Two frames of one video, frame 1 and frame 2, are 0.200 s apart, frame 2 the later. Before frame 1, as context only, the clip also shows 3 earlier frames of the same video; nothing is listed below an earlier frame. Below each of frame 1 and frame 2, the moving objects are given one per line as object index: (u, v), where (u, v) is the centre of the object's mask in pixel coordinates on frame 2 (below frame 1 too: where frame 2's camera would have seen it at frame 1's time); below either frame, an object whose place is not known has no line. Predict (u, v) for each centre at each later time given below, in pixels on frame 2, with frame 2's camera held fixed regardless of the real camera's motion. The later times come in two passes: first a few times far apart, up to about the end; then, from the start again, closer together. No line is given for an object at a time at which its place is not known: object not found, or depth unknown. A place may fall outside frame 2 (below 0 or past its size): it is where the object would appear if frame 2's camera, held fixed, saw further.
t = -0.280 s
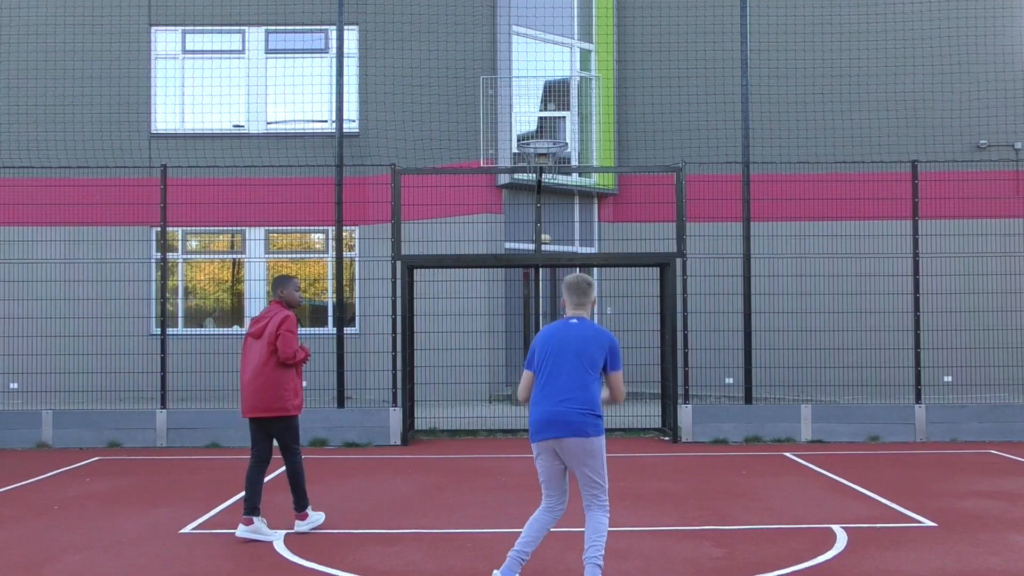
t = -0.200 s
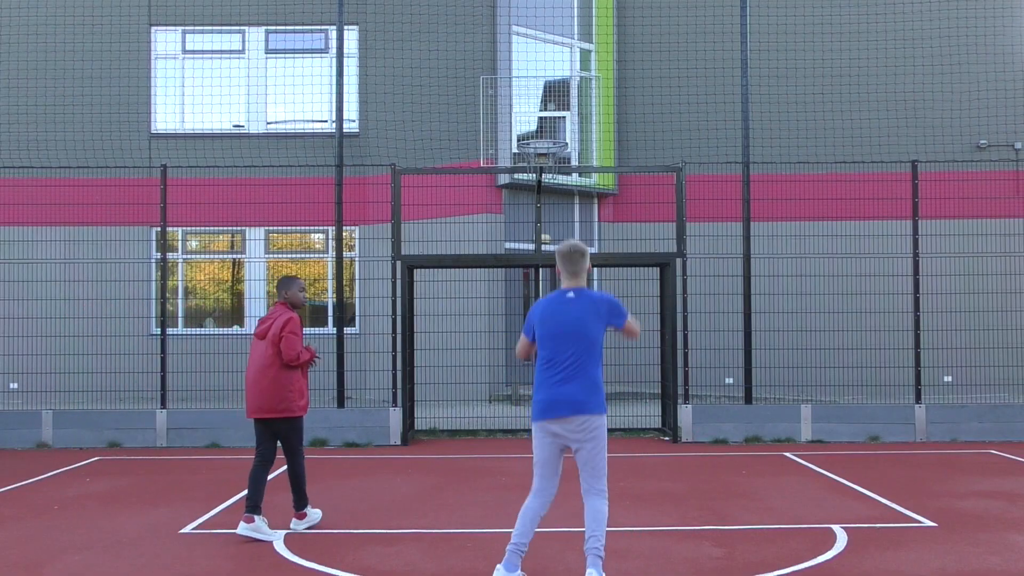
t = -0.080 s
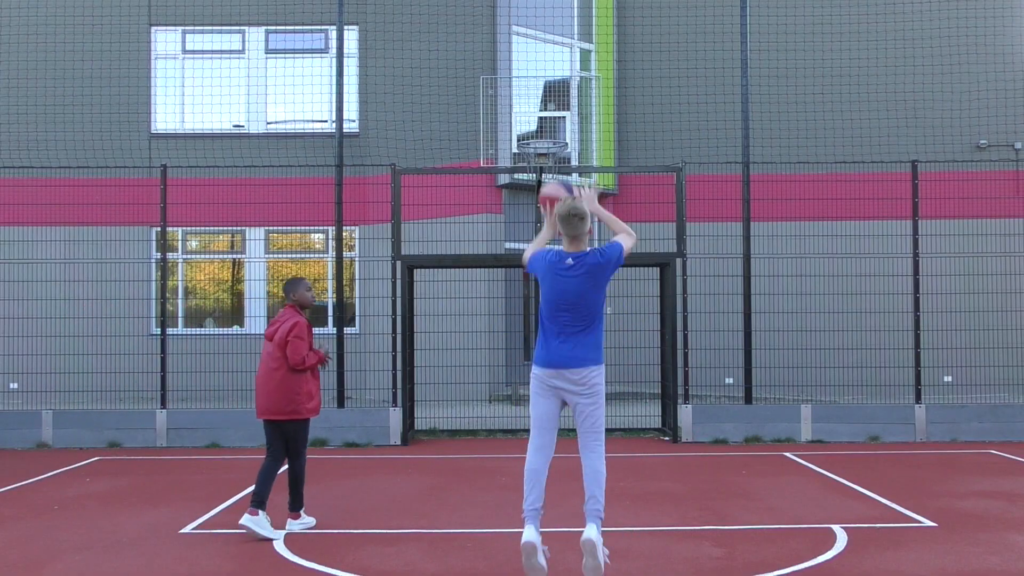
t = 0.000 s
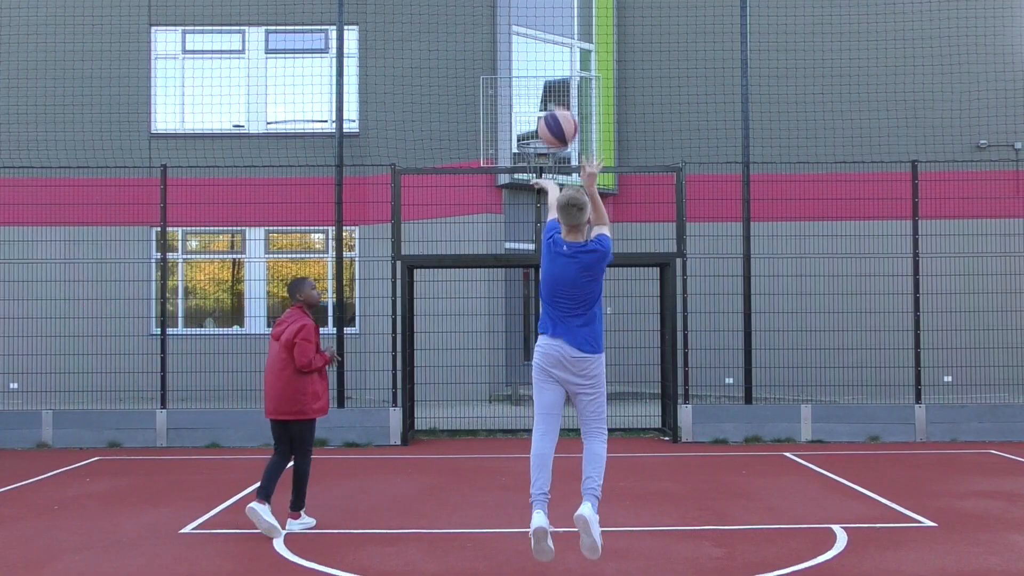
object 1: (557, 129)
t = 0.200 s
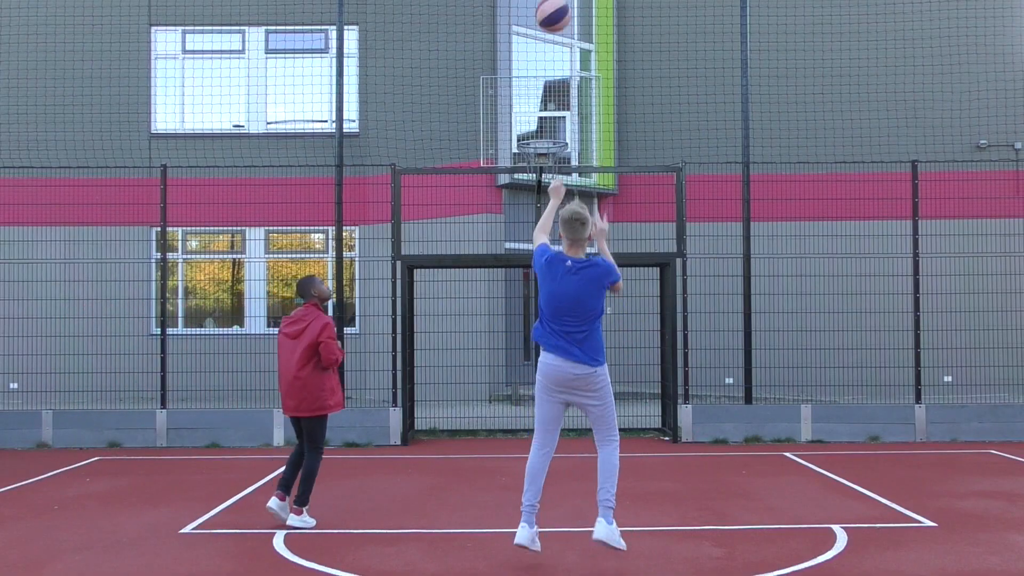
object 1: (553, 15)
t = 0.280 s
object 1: (551, 3)
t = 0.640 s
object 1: (547, 2)
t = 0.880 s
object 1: (546, 64)
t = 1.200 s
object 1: (541, 145)
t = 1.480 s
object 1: (542, 164)
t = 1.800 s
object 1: (541, 278)
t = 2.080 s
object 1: (540, 444)
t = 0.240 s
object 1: (552, 8)
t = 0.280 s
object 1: (551, 3)
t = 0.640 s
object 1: (547, 2)
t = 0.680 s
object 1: (547, 6)
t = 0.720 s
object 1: (547, 11)
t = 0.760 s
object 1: (547, 21)
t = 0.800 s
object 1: (546, 34)
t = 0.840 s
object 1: (546, 48)
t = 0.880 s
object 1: (546, 64)
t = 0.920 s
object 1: (545, 81)
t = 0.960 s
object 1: (544, 99)
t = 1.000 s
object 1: (544, 119)
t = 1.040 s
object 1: (544, 139)
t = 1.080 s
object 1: (545, 155)
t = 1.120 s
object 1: (542, 154)
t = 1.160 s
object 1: (541, 150)
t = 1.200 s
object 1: (541, 145)
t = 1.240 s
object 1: (539, 143)
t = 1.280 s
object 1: (538, 143)
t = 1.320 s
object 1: (539, 144)
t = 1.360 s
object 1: (539, 147)
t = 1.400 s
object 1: (540, 152)
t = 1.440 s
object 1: (541, 157)
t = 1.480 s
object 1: (542, 164)
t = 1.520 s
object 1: (542, 172)
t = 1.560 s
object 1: (542, 182)
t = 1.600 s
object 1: (541, 194)
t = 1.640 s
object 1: (541, 208)
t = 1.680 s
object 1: (541, 222)
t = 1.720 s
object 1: (541, 239)
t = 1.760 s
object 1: (541, 258)
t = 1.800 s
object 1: (541, 278)
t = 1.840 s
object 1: (540, 300)
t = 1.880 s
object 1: (540, 324)
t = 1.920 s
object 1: (540, 349)
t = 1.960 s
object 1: (540, 375)
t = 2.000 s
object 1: (540, 404)
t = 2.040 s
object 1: (540, 434)
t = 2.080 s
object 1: (540, 444)
